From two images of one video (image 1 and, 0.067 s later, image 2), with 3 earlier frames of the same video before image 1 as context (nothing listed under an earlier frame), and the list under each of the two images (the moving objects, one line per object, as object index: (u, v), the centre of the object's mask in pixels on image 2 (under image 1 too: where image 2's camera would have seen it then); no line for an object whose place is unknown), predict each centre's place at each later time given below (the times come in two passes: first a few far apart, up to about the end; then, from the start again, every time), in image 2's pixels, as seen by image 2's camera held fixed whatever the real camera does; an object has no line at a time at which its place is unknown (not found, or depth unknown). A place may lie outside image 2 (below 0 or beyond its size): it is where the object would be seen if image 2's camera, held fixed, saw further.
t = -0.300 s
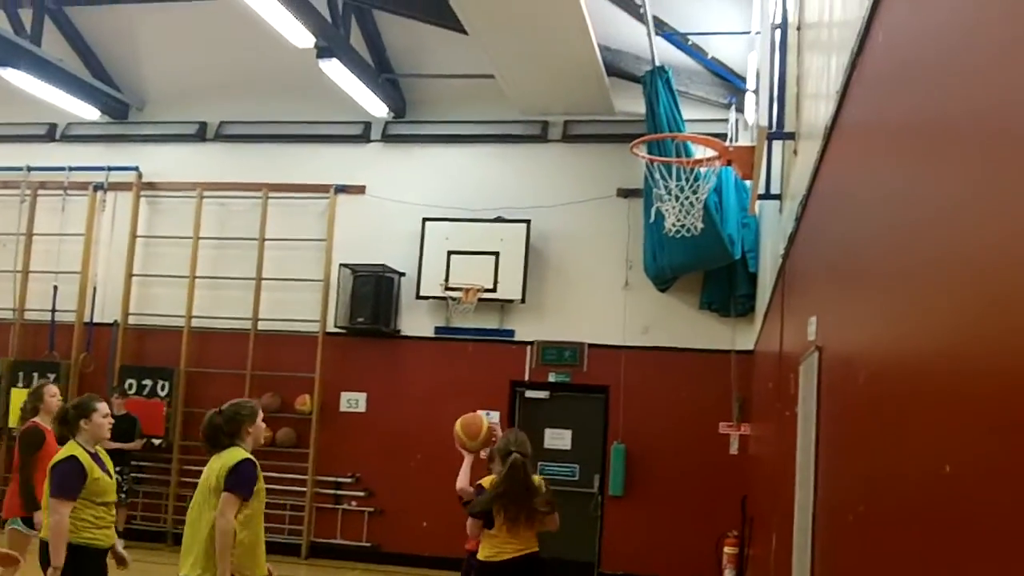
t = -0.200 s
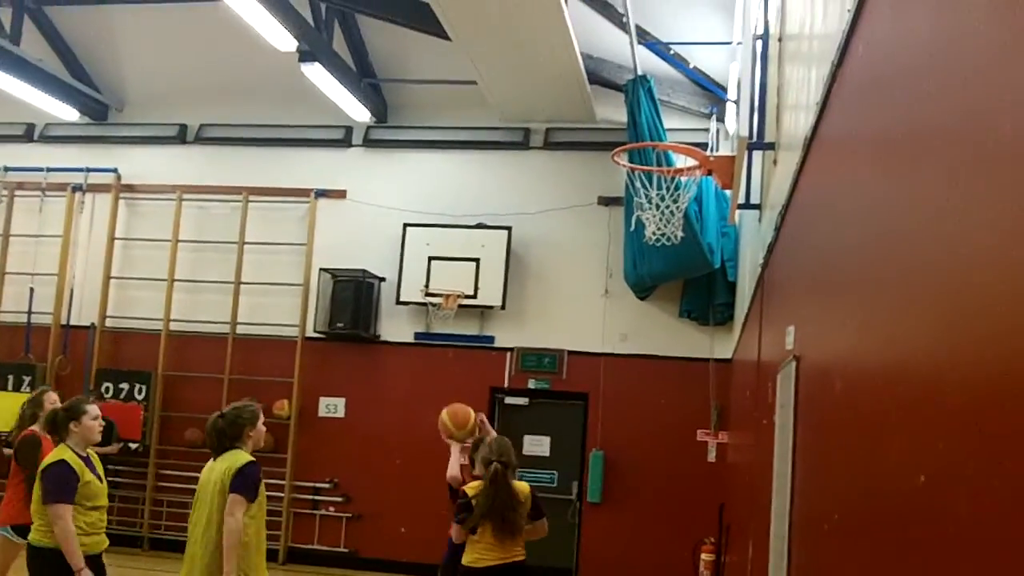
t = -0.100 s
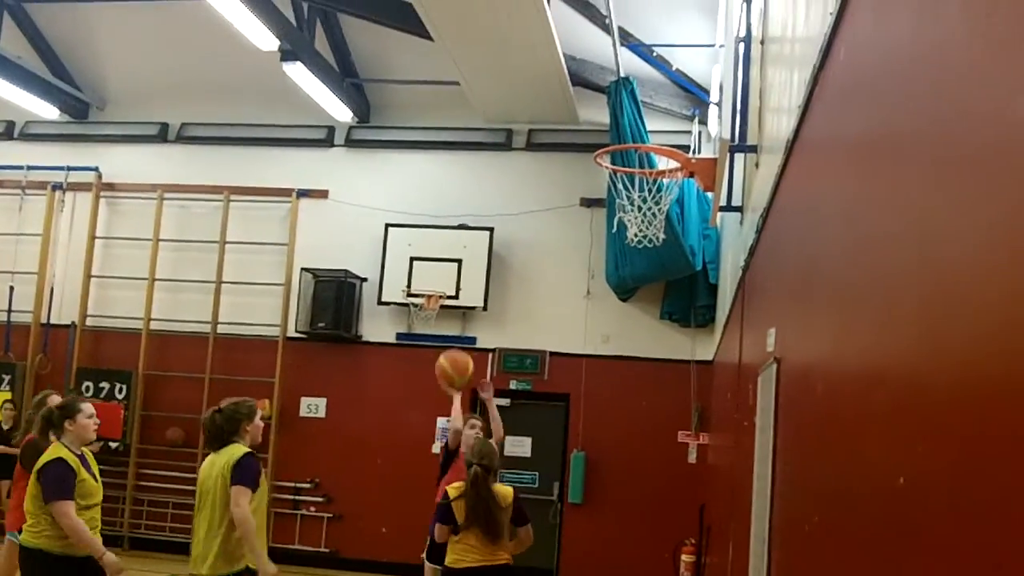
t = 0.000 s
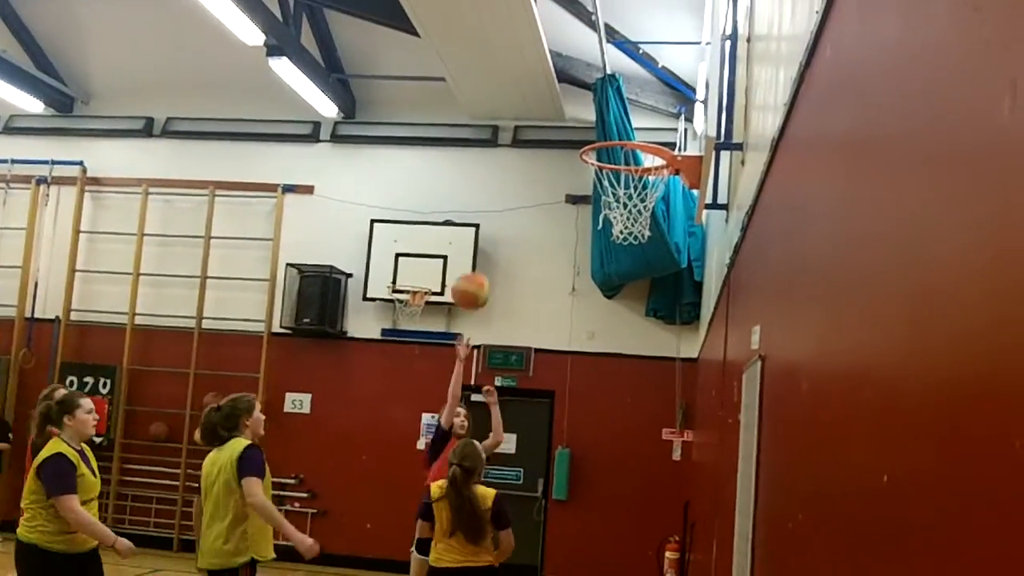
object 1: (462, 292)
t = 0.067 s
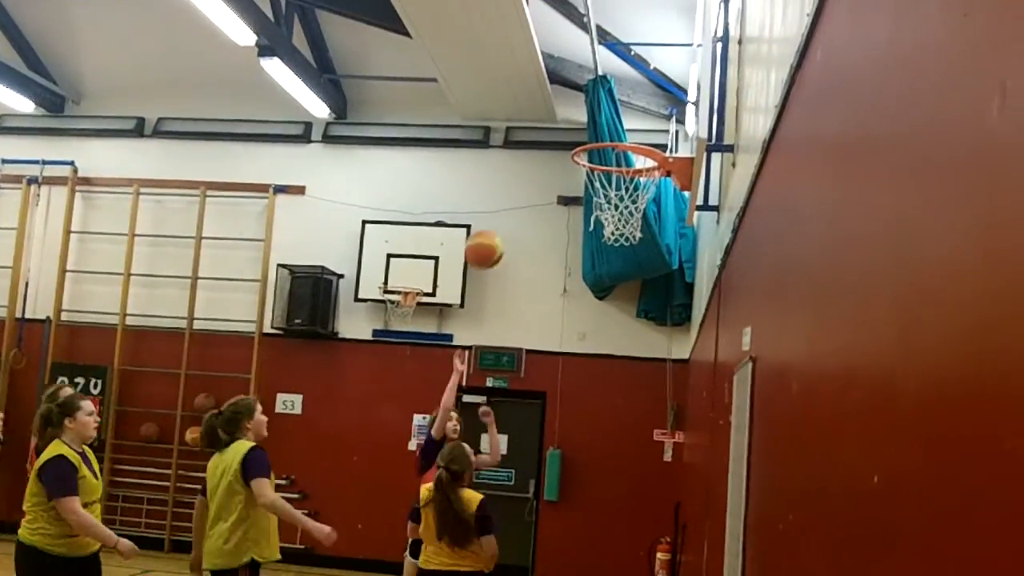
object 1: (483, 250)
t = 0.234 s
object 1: (538, 168)
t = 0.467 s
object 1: (611, 124)
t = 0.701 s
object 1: (652, 155)
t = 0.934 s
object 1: (573, 290)
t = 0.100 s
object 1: (494, 231)
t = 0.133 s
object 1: (506, 212)
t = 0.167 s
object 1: (517, 196)
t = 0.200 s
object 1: (527, 182)
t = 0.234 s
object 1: (538, 168)
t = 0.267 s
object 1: (548, 156)
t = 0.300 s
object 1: (558, 147)
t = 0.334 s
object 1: (568, 137)
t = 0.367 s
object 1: (579, 131)
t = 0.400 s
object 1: (590, 128)
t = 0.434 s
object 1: (601, 125)
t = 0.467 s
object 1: (611, 124)
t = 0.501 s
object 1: (621, 125)
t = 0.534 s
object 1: (632, 127)
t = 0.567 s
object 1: (643, 131)
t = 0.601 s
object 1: (654, 136)
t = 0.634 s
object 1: (665, 143)
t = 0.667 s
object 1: (666, 148)
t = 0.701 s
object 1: (652, 155)
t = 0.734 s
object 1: (632, 177)
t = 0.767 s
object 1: (624, 192)
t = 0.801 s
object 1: (619, 198)
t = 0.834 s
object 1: (598, 222)
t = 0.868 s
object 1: (593, 247)
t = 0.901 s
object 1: (586, 267)
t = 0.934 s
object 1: (573, 290)
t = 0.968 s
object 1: (560, 318)
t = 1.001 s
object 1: (547, 347)
